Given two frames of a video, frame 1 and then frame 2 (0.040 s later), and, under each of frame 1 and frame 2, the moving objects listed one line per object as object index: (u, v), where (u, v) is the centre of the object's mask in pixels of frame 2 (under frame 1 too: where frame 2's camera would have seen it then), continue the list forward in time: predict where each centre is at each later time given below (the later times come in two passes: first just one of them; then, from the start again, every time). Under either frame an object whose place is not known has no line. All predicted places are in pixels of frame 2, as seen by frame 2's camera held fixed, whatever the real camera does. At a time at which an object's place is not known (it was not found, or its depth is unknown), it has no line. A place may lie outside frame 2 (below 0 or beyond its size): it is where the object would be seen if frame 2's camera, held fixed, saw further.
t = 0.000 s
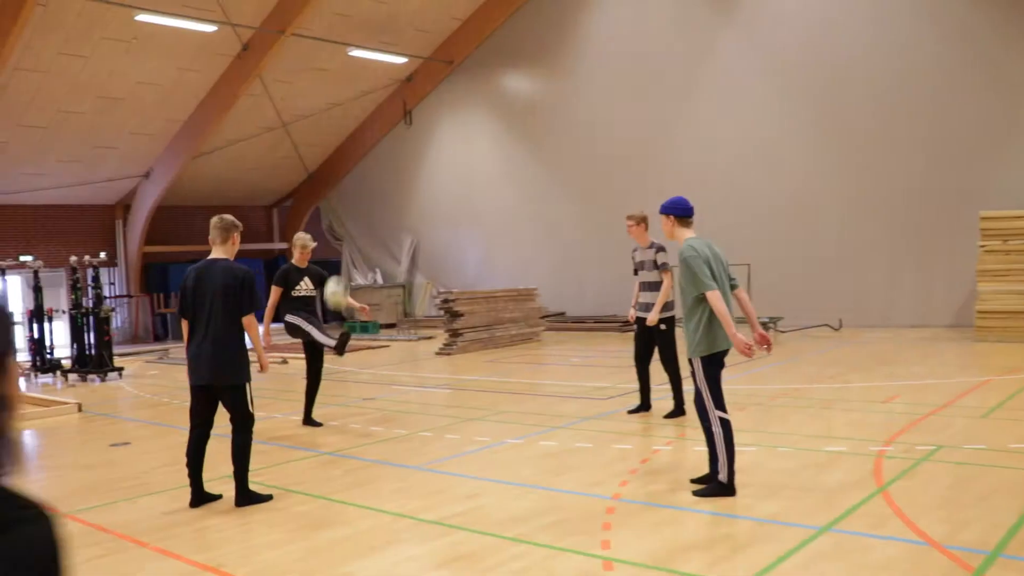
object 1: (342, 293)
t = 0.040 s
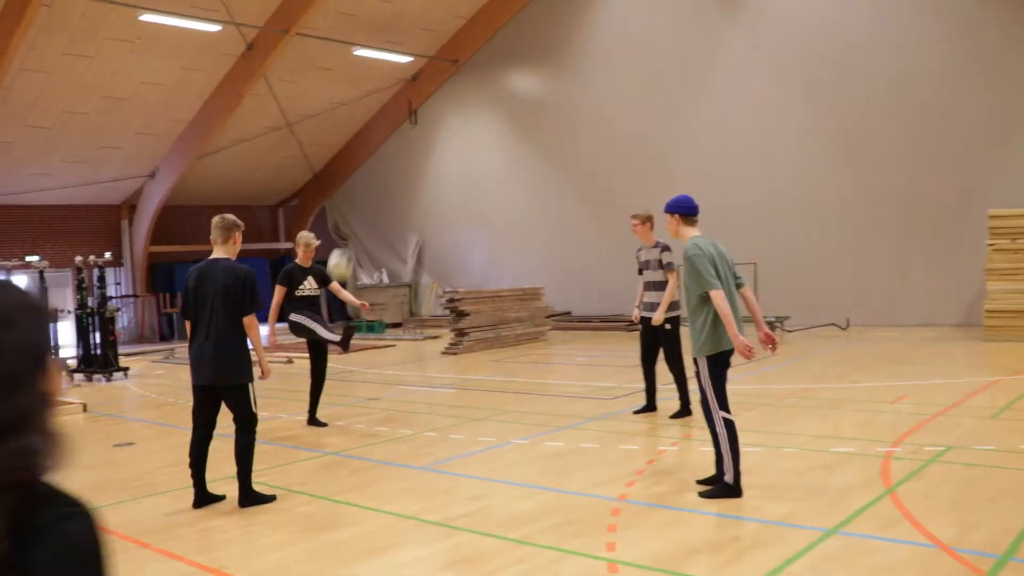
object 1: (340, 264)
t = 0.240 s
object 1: (331, 153)
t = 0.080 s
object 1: (338, 239)
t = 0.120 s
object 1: (336, 216)
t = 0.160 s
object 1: (334, 193)
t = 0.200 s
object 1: (333, 172)
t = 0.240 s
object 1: (331, 153)
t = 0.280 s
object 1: (330, 135)
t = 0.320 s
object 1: (329, 119)
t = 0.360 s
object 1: (329, 105)
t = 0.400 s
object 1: (330, 92)
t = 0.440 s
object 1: (329, 82)
